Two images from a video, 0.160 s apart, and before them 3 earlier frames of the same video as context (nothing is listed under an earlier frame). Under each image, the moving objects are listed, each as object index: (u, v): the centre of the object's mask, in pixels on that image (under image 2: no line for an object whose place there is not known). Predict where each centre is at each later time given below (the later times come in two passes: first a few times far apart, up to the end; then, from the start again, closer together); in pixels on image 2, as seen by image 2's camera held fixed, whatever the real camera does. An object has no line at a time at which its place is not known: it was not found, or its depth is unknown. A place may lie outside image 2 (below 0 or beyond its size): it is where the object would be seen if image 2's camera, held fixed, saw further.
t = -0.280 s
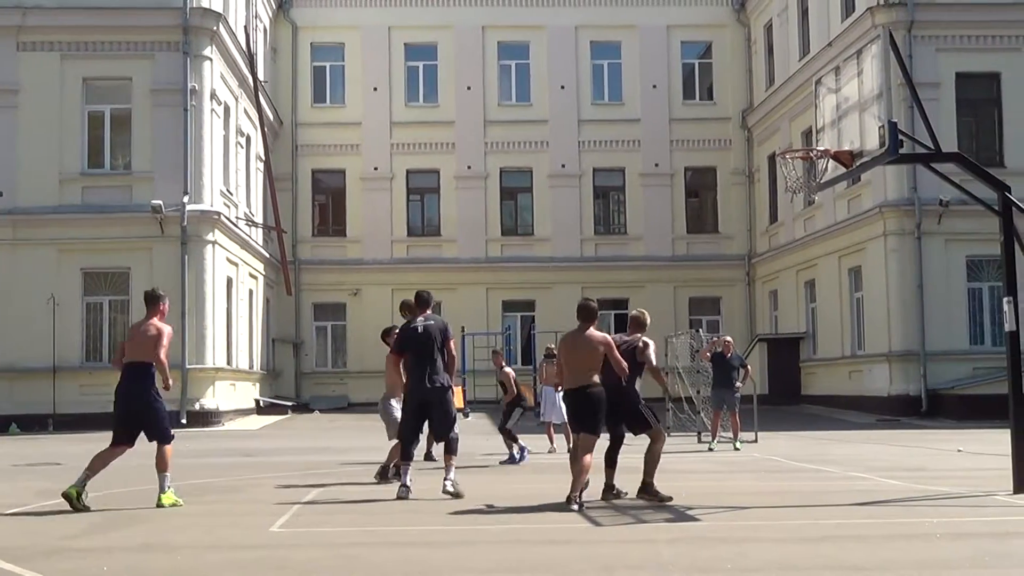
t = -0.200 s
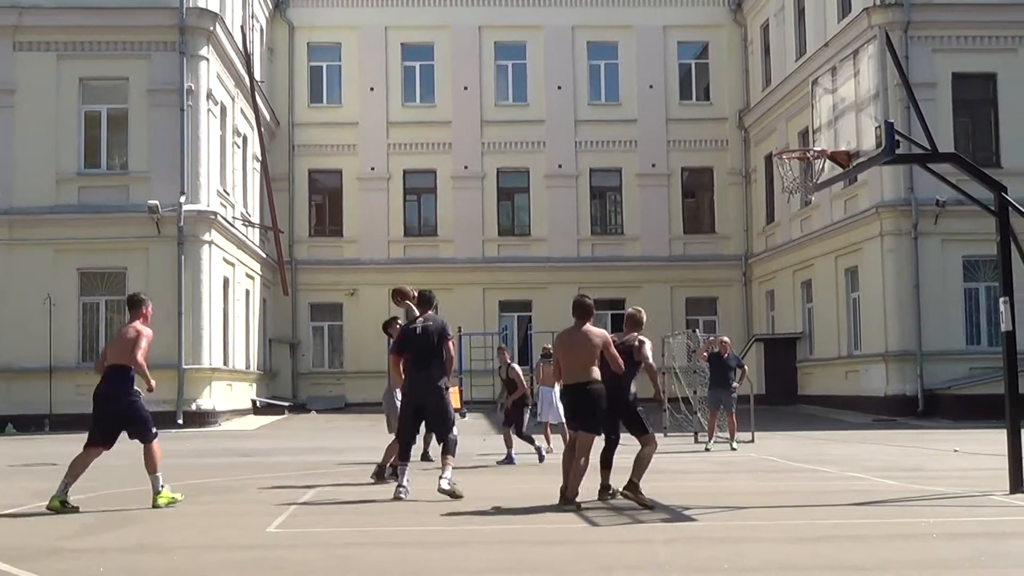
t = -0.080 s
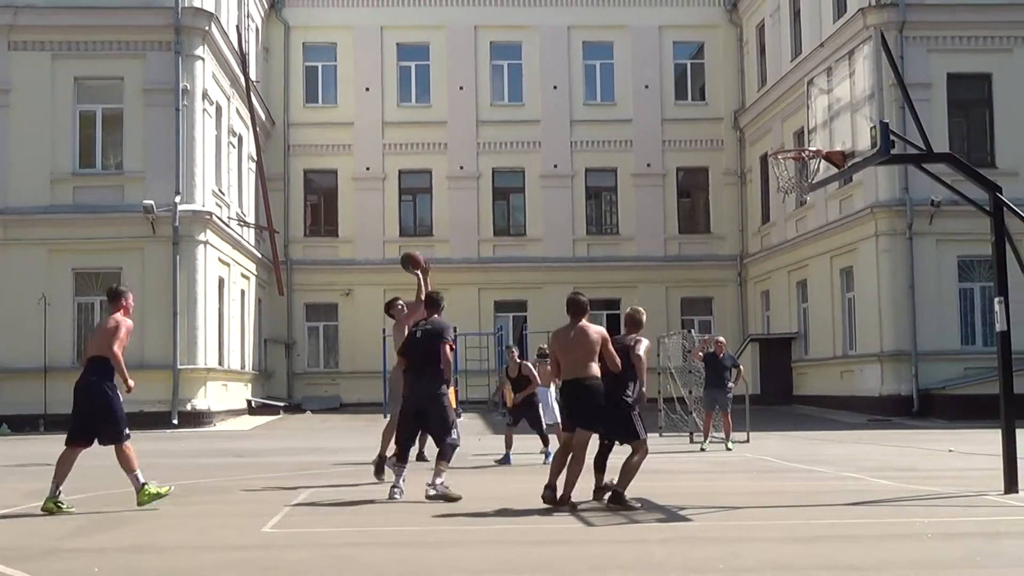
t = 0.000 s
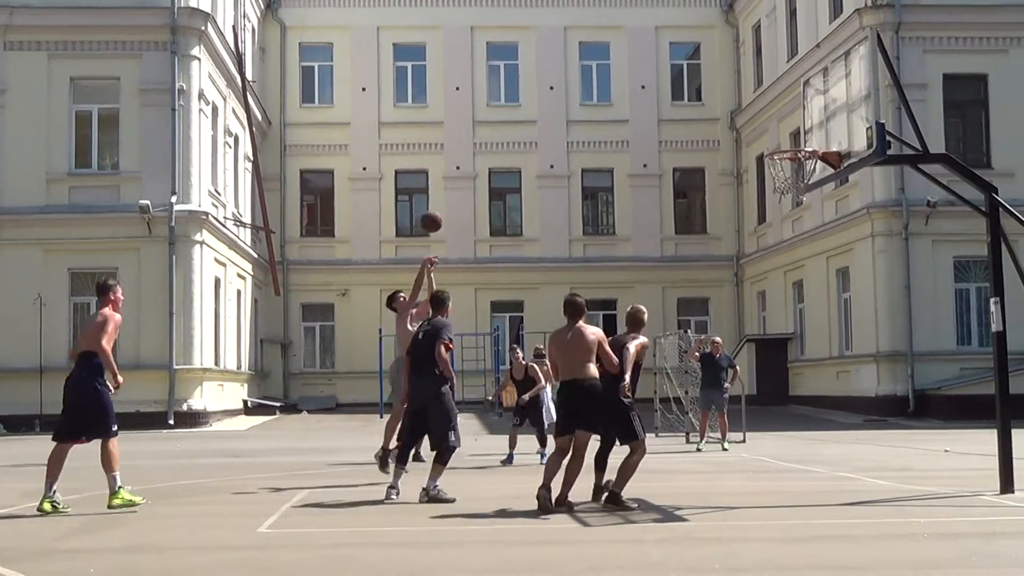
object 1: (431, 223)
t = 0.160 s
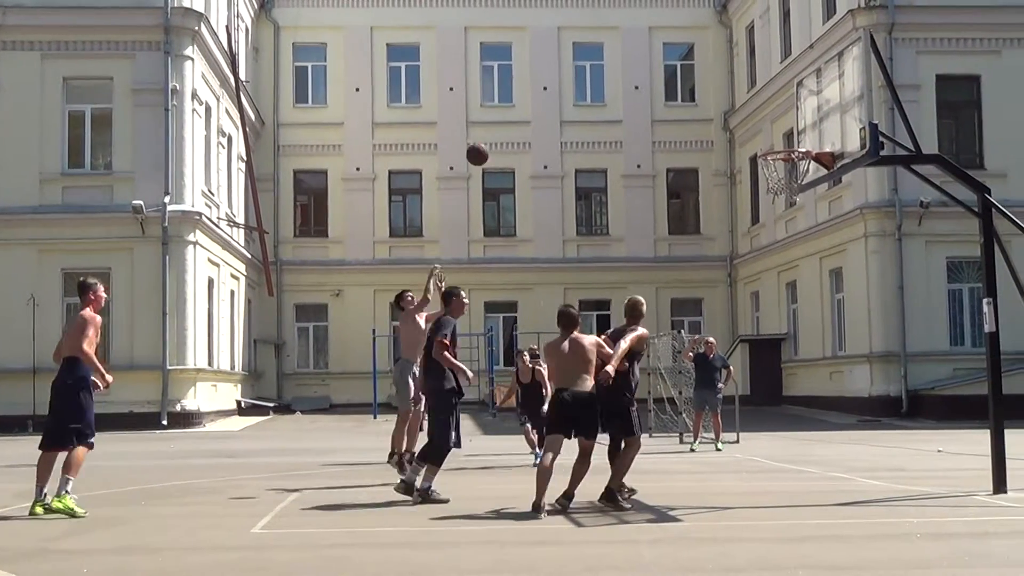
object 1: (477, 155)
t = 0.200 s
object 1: (490, 142)
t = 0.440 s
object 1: (576, 87)
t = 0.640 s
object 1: (653, 84)
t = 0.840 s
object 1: (739, 122)
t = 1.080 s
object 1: (804, 167)
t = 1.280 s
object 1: (790, 176)
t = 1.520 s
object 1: (777, 202)
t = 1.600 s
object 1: (776, 216)
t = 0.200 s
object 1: (490, 142)
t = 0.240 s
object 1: (504, 129)
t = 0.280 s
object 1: (518, 118)
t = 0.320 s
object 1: (532, 108)
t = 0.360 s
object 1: (547, 99)
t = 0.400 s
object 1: (561, 93)
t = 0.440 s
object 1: (576, 87)
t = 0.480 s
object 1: (591, 83)
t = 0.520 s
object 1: (606, 81)
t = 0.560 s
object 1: (622, 80)
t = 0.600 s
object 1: (637, 81)
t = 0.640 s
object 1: (653, 84)
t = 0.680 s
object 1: (670, 88)
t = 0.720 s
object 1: (687, 94)
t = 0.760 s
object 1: (704, 101)
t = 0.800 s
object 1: (721, 111)
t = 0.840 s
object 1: (739, 122)
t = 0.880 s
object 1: (757, 135)
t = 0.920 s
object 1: (774, 144)
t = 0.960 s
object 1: (791, 163)
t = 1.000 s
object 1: (806, 167)
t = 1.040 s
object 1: (807, 169)
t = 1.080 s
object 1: (804, 167)
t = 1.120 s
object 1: (803, 167)
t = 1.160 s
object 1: (801, 169)
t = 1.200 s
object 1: (798, 171)
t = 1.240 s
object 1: (793, 173)
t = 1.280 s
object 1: (790, 176)
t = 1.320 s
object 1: (787, 179)
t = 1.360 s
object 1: (782, 185)
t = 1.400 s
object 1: (781, 188)
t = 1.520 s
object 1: (777, 202)
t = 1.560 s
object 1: (776, 207)
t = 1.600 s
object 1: (776, 216)
